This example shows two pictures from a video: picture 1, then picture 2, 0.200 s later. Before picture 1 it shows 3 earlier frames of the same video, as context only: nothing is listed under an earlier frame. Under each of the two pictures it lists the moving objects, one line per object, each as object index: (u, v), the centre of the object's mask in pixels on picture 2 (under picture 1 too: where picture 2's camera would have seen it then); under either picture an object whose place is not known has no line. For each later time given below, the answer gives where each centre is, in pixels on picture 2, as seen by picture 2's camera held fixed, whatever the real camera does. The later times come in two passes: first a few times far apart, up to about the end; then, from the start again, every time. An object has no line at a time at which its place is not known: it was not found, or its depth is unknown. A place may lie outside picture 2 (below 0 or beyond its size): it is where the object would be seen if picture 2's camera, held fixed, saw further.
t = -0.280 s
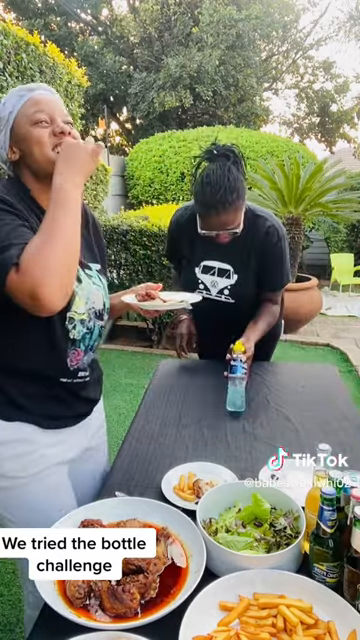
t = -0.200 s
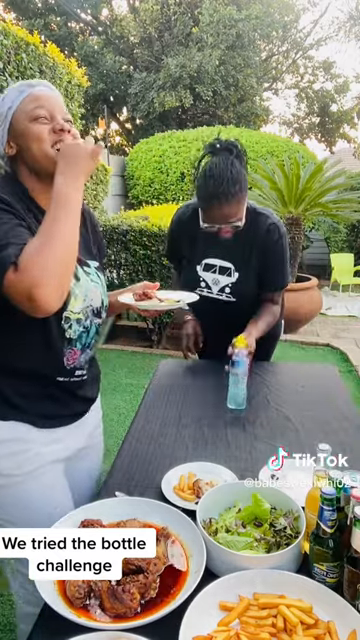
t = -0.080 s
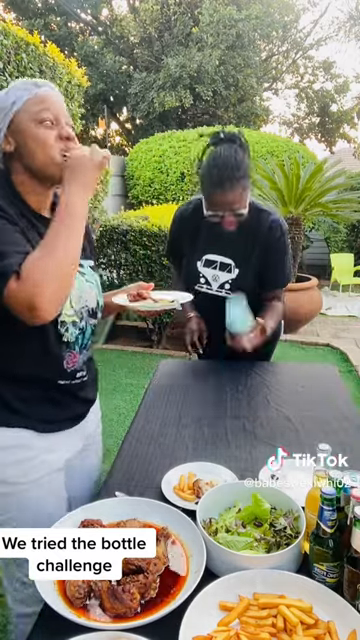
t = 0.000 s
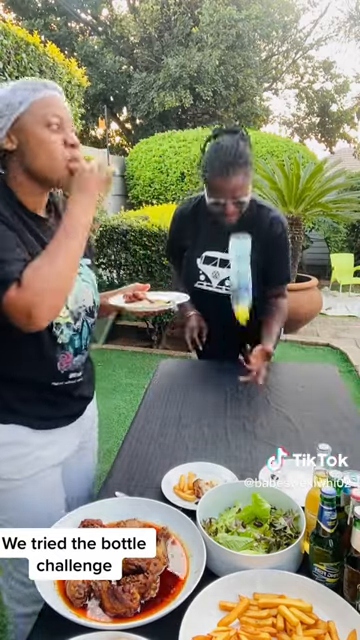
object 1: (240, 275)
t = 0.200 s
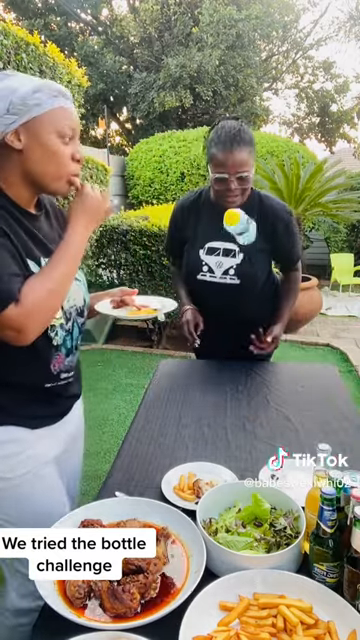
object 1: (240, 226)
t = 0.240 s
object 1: (239, 234)
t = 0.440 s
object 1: (235, 349)
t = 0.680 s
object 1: (233, 415)
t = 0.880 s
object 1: (229, 415)
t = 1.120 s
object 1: (227, 414)
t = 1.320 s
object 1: (225, 414)
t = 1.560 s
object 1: (225, 414)
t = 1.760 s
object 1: (227, 414)
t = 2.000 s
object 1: (226, 414)
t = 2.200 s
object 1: (226, 414)
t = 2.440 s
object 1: (226, 414)
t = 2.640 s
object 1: (226, 414)
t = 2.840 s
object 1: (226, 414)
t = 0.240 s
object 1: (239, 234)
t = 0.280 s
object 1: (239, 246)
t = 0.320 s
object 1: (238, 265)
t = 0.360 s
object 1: (237, 289)
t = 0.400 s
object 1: (236, 318)
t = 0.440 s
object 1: (235, 349)
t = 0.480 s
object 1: (233, 389)
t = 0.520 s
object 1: (233, 407)
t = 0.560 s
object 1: (233, 417)
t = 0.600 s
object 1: (233, 415)
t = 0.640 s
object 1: (233, 415)
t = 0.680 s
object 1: (233, 415)
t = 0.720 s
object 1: (233, 415)
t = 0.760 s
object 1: (232, 415)
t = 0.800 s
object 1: (231, 415)
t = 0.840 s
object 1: (230, 415)
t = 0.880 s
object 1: (229, 415)
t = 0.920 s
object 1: (229, 414)
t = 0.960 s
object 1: (229, 414)
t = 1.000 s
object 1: (229, 414)
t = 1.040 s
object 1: (228, 414)
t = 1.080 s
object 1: (228, 414)
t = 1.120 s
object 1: (227, 414)
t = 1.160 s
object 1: (227, 414)
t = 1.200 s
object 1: (226, 414)
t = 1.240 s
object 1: (226, 414)
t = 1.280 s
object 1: (225, 414)
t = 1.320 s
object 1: (225, 414)
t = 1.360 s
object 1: (224, 414)
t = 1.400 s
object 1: (224, 414)
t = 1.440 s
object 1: (224, 414)
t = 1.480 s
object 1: (225, 414)
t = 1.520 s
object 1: (225, 414)
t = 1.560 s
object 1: (225, 414)
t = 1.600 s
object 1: (225, 414)
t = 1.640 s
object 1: (226, 414)
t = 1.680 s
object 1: (226, 414)
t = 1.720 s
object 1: (227, 414)
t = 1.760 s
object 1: (227, 414)
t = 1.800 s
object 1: (226, 414)
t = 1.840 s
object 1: (226, 414)
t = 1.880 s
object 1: (226, 414)
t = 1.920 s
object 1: (226, 414)
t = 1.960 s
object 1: (226, 414)
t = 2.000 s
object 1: (226, 414)
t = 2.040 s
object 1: (226, 414)
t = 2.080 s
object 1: (226, 414)
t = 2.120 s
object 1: (226, 414)
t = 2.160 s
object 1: (226, 414)
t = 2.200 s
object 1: (226, 414)
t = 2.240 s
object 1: (226, 414)
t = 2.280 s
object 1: (226, 414)
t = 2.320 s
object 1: (226, 414)
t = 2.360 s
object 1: (226, 414)
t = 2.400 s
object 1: (226, 414)
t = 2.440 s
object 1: (226, 414)
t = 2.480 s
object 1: (226, 414)
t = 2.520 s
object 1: (226, 414)
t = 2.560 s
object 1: (226, 414)
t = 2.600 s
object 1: (226, 414)
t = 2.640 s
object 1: (226, 414)
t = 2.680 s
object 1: (226, 414)
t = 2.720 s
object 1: (226, 414)
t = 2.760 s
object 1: (226, 414)
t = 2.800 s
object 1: (226, 414)
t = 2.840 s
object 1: (226, 414)
